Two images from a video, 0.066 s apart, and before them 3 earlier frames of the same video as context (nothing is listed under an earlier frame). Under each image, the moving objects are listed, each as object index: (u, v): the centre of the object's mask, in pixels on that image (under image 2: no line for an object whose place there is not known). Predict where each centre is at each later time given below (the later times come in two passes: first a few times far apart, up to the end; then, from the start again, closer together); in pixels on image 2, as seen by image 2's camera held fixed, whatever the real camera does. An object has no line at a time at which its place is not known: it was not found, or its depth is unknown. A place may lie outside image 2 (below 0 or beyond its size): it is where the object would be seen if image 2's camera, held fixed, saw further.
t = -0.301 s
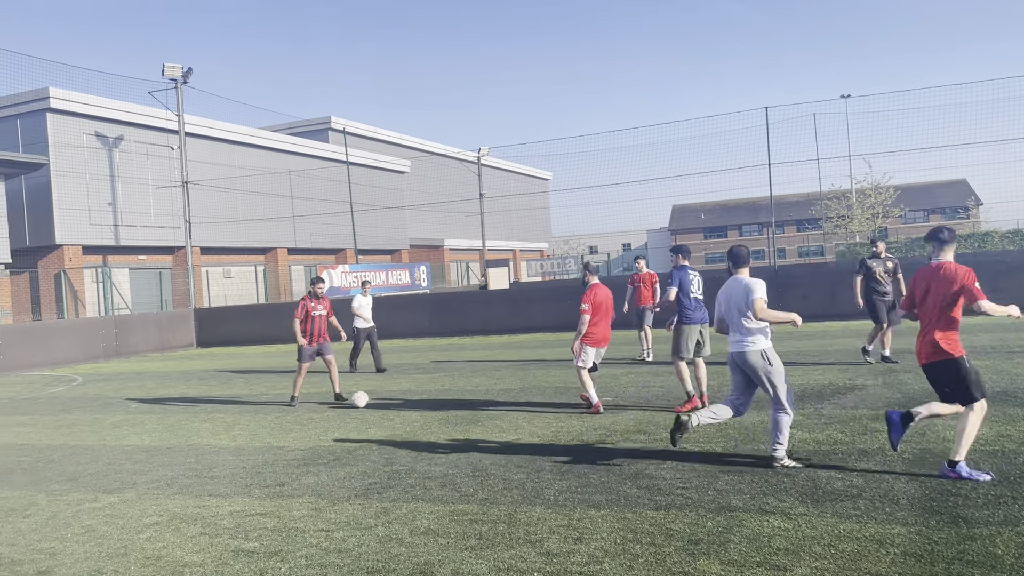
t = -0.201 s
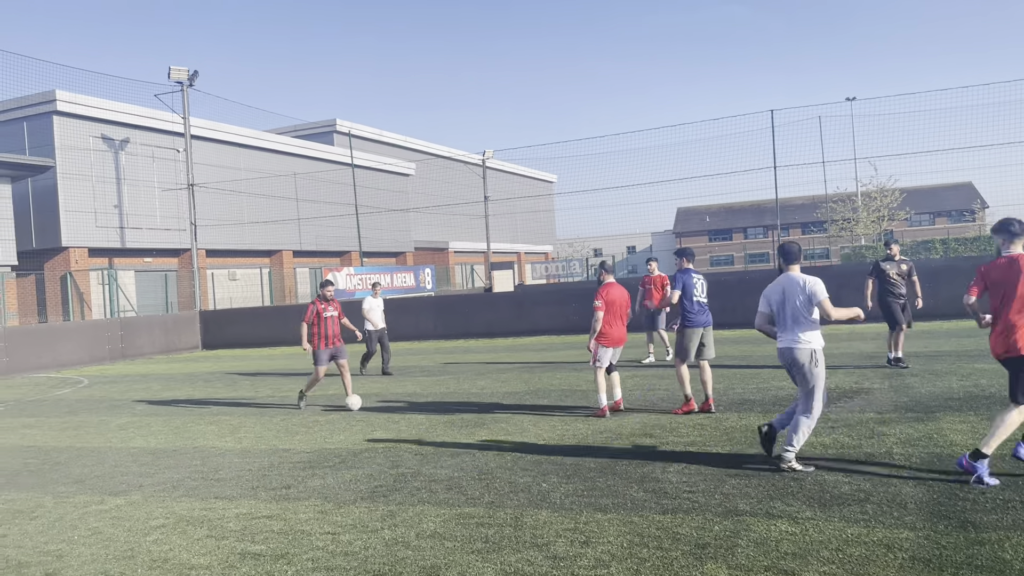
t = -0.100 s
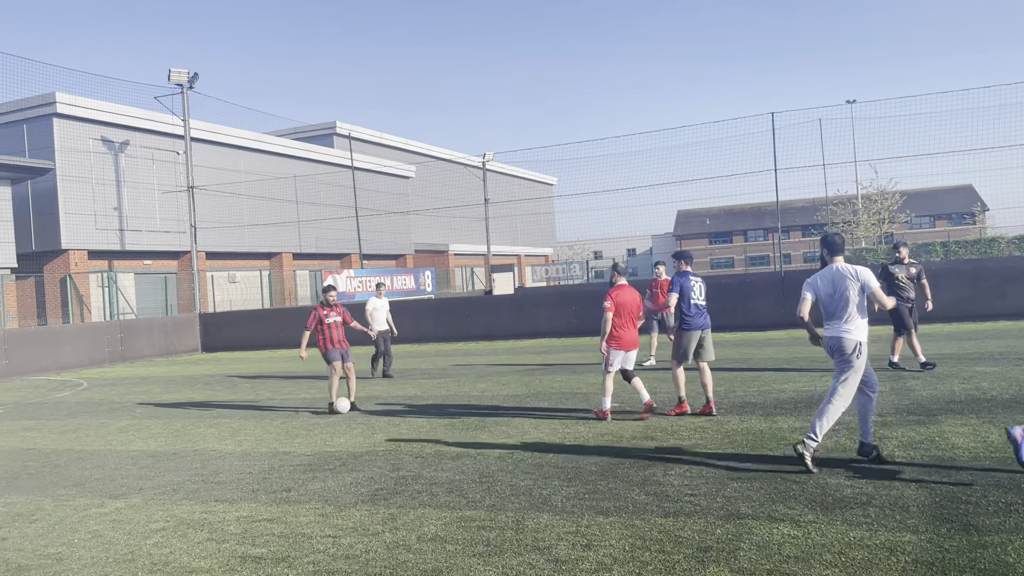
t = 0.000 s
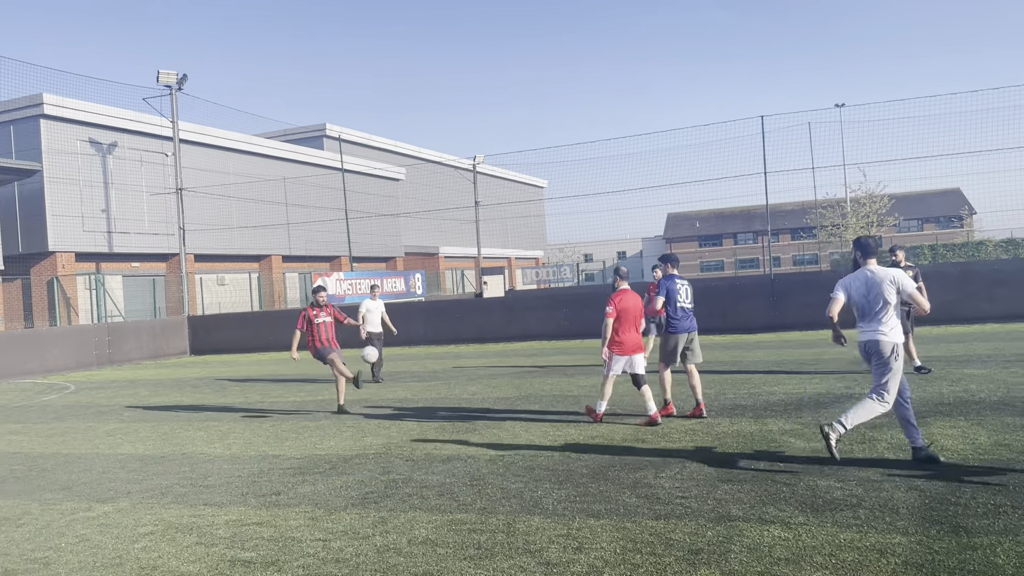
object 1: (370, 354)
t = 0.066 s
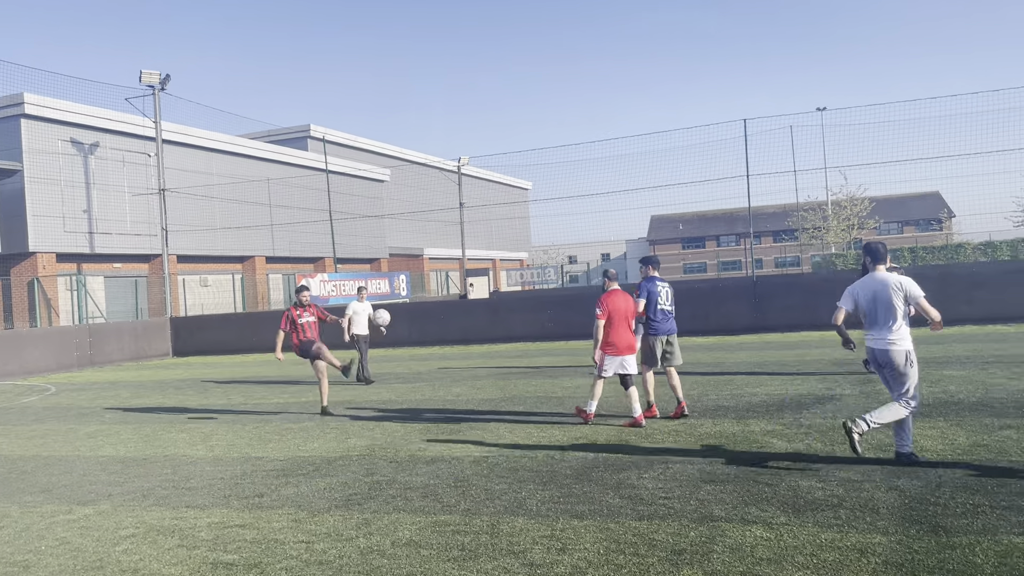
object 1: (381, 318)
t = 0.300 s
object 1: (485, 191)
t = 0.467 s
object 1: (570, 111)
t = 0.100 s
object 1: (396, 299)
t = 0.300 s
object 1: (485, 191)
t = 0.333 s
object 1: (501, 175)
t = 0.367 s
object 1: (517, 158)
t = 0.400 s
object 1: (535, 141)
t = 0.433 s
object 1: (551, 126)
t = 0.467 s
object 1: (570, 111)
